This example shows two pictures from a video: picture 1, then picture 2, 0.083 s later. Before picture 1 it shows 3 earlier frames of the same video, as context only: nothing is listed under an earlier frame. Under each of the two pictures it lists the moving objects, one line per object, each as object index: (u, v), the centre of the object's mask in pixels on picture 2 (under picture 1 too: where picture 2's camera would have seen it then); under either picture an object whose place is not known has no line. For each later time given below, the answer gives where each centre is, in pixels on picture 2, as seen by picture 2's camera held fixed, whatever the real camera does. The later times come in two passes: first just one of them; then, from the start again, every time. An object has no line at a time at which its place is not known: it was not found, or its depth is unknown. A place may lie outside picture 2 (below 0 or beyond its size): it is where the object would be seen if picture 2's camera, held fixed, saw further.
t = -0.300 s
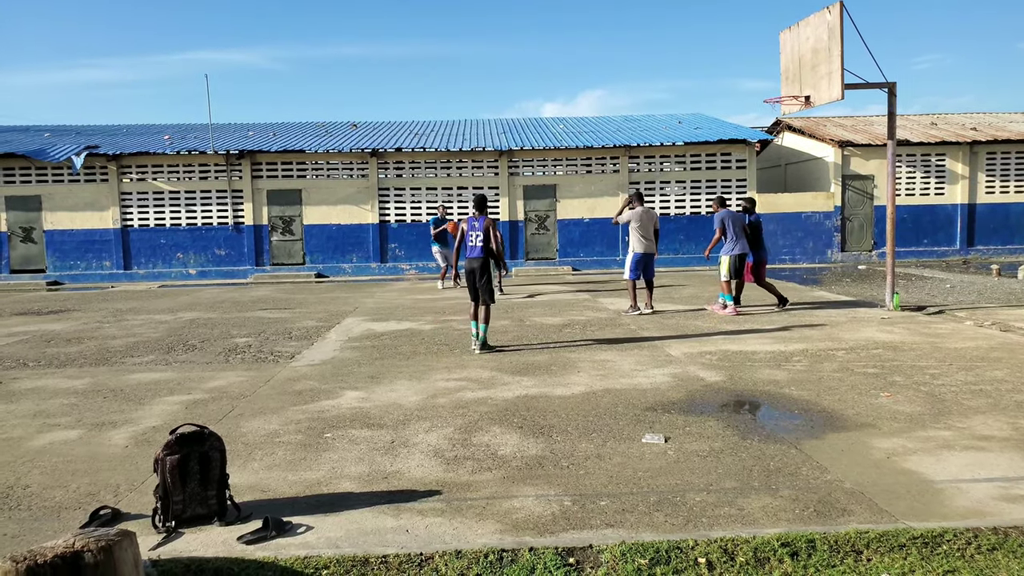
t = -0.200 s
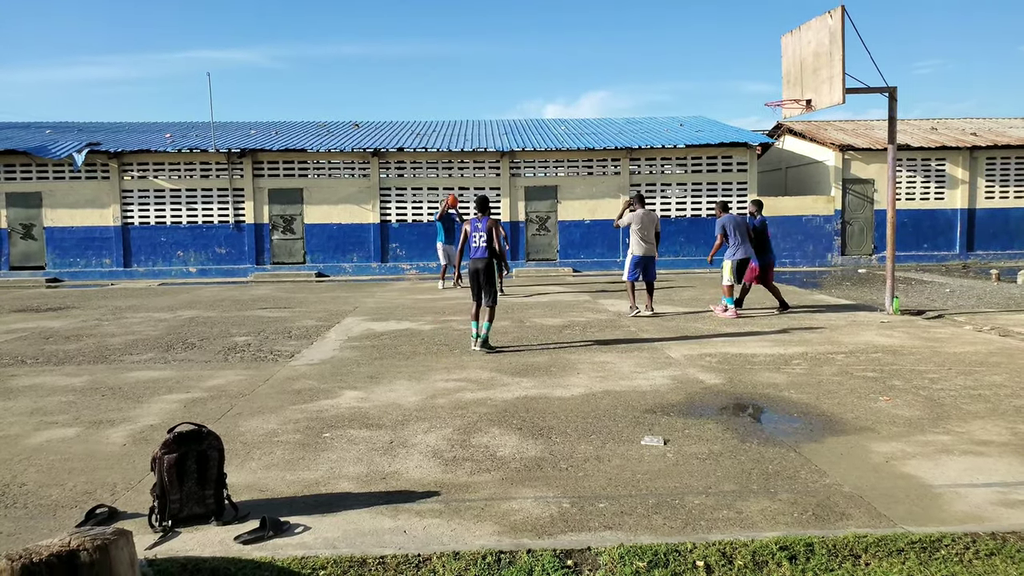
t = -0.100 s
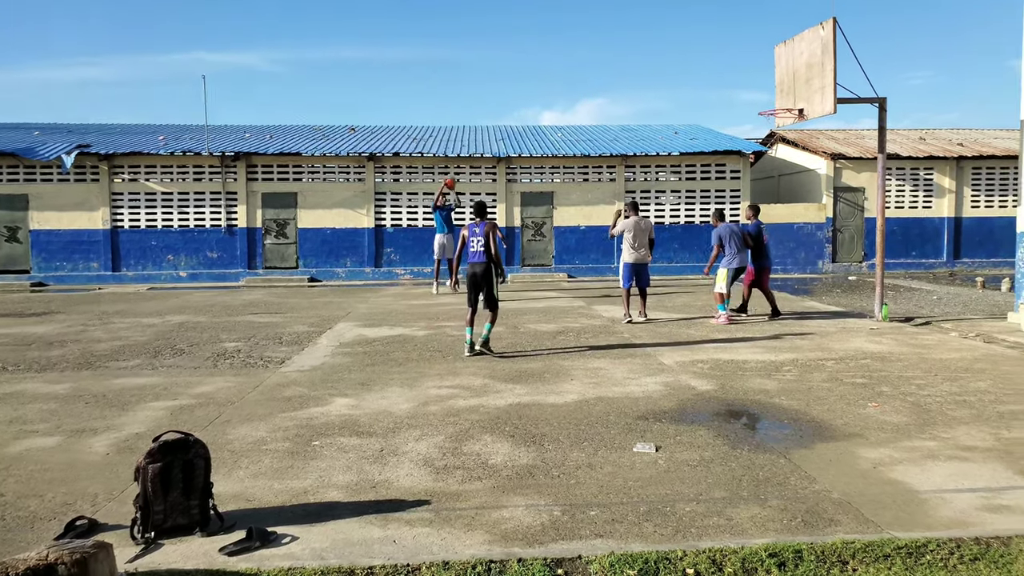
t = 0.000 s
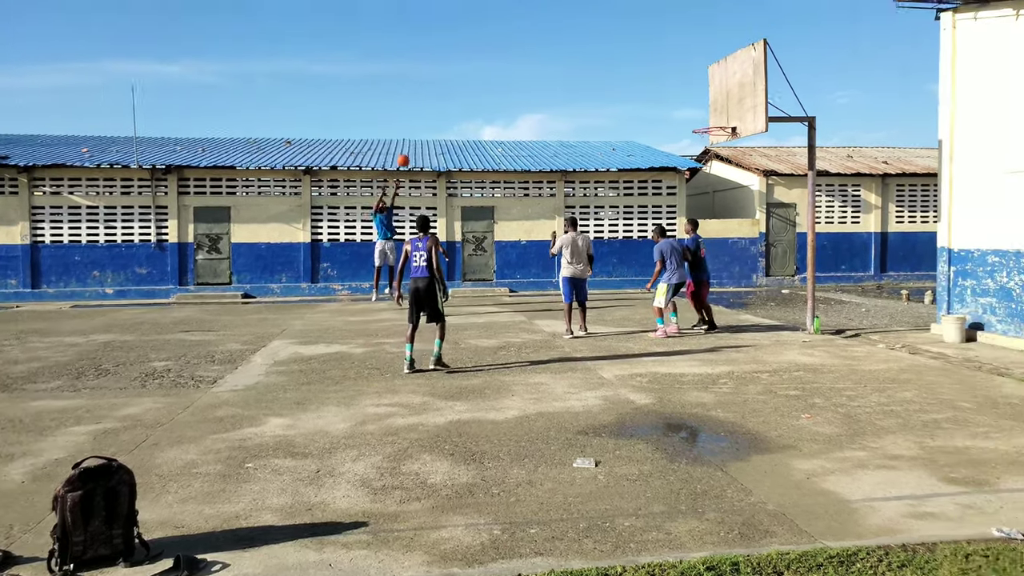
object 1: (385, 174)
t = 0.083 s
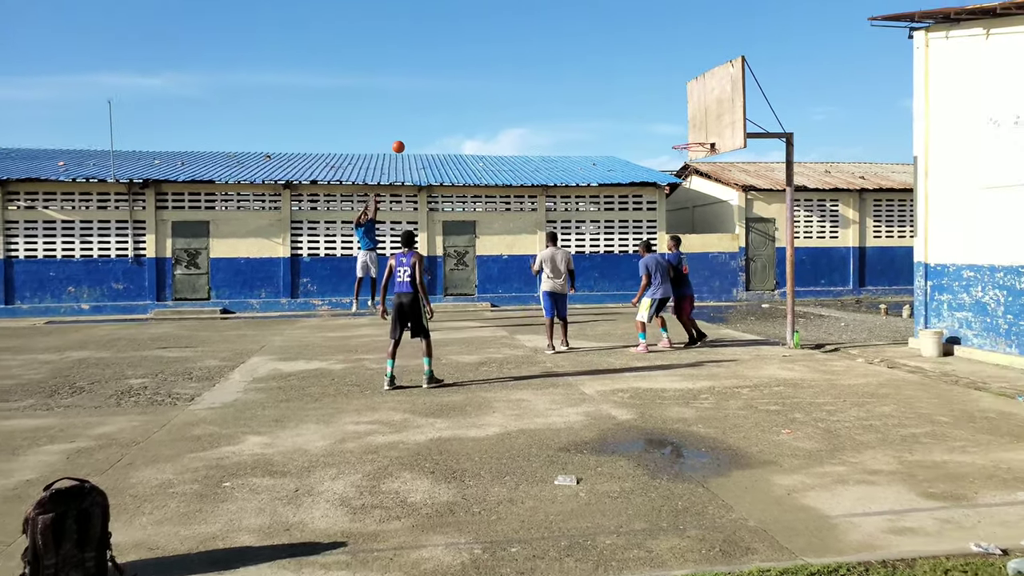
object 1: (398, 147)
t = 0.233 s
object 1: (423, 105)
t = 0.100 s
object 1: (401, 142)
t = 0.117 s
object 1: (404, 137)
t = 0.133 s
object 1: (407, 132)
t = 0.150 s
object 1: (410, 127)
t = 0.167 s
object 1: (412, 123)
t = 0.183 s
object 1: (415, 118)
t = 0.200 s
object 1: (418, 113)
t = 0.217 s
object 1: (421, 109)
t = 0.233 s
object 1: (423, 105)
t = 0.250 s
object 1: (426, 100)
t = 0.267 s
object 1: (429, 97)
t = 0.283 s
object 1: (432, 93)
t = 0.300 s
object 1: (435, 89)
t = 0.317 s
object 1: (438, 85)
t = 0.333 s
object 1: (441, 82)
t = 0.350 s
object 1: (445, 79)
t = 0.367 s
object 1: (448, 75)
